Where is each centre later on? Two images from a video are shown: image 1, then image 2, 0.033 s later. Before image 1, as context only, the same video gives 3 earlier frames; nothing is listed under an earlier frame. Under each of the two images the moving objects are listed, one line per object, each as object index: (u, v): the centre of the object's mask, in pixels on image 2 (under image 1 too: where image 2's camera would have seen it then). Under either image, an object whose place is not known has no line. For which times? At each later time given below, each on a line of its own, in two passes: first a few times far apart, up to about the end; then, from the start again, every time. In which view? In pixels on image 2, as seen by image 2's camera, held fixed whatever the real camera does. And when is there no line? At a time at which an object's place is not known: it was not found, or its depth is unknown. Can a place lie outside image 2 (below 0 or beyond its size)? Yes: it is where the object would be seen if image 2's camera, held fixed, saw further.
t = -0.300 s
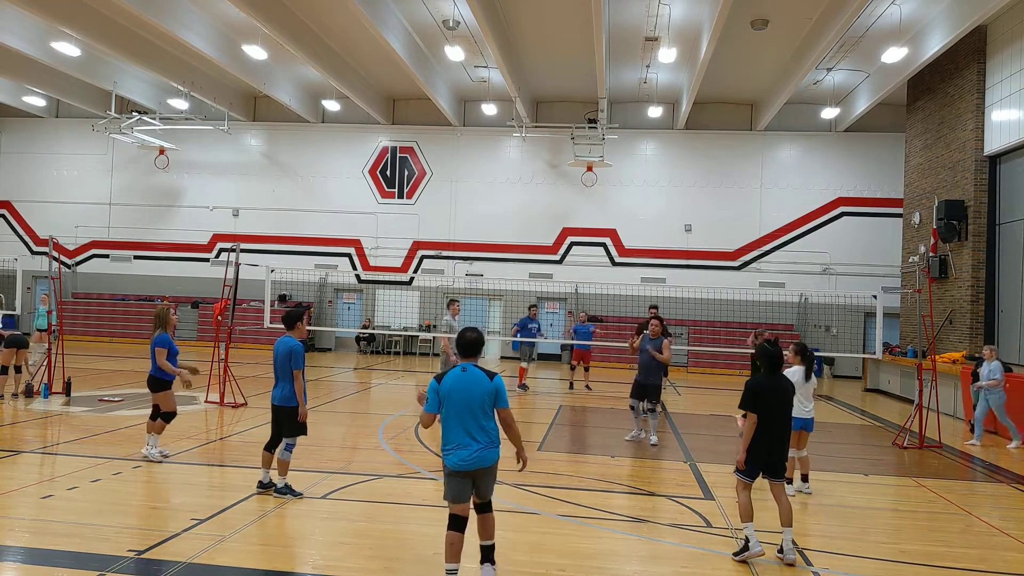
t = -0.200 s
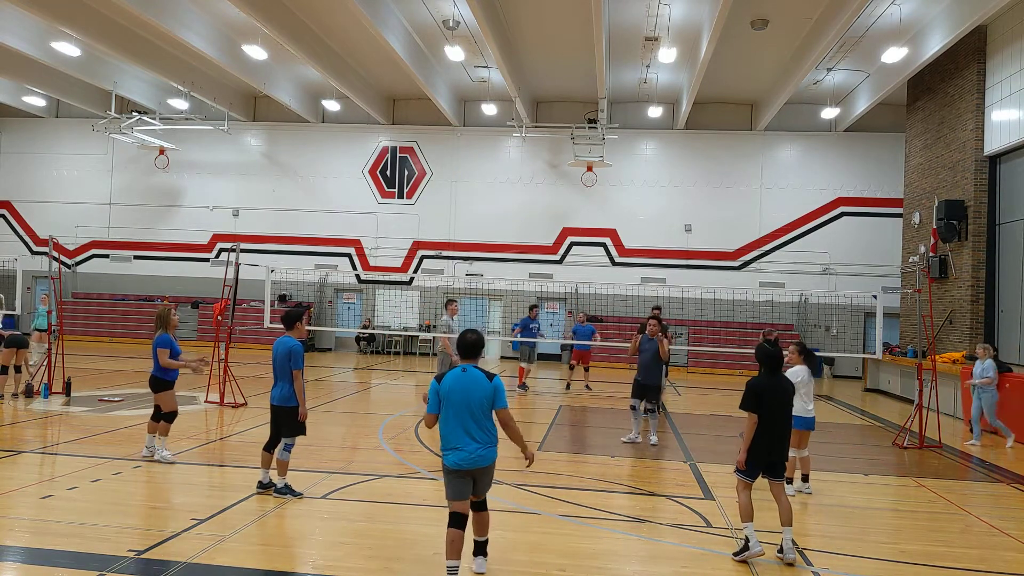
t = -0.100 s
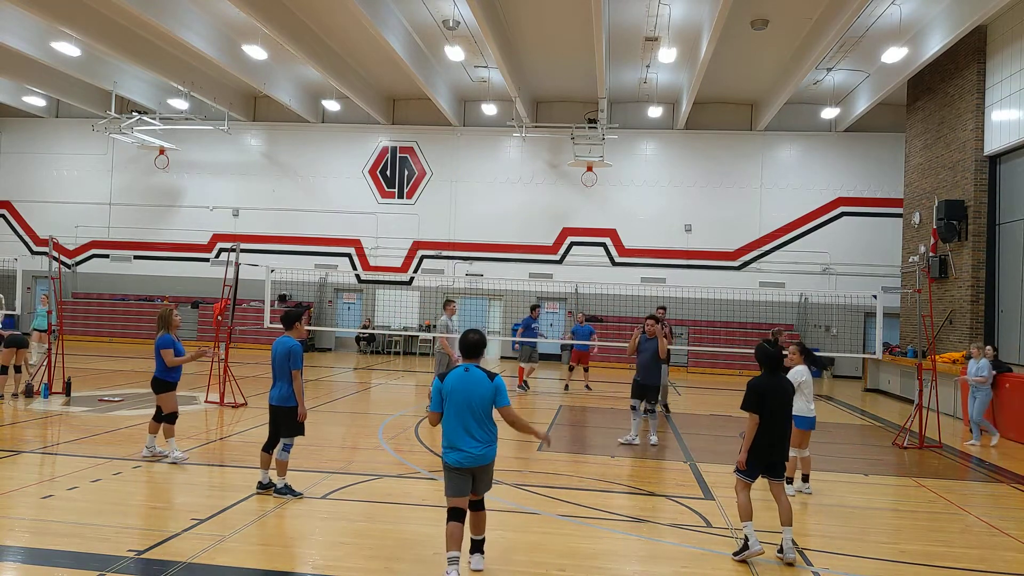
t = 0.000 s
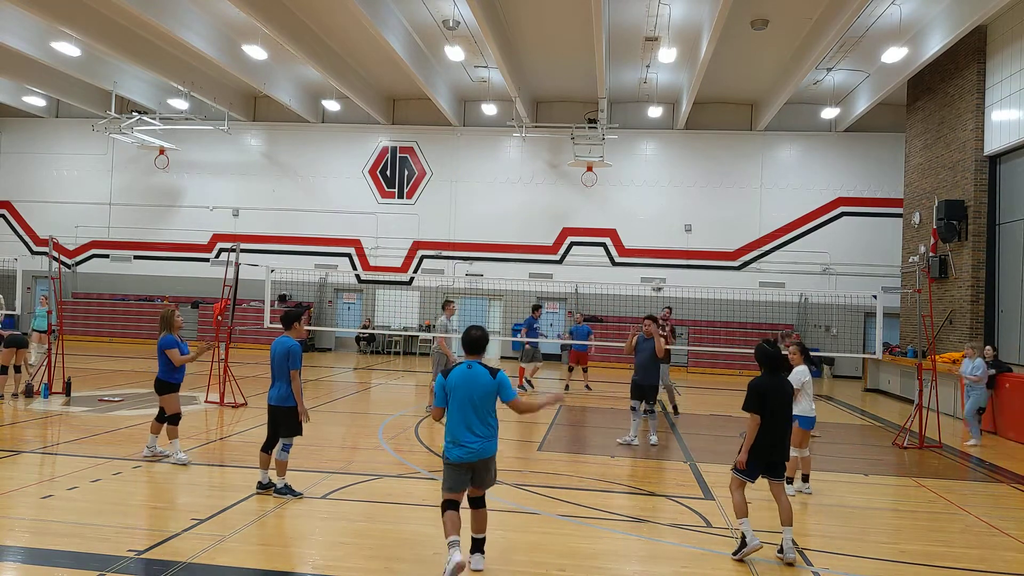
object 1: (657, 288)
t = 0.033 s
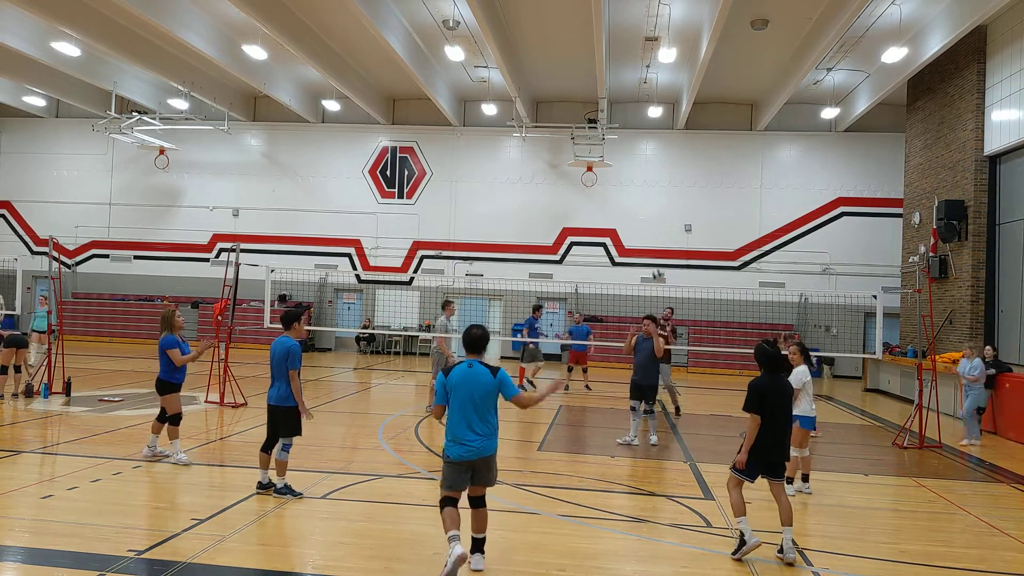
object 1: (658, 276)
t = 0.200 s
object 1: (662, 225)
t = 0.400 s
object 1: (666, 187)
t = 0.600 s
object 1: (669, 172)
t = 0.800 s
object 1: (670, 177)
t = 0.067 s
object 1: (659, 263)
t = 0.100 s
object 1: (660, 252)
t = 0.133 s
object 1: (661, 243)
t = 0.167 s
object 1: (661, 234)
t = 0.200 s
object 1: (662, 225)
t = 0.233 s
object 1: (662, 218)
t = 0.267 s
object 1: (663, 210)
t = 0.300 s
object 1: (664, 203)
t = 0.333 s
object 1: (664, 197)
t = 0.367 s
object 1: (665, 192)
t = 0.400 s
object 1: (666, 187)
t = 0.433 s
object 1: (666, 183)
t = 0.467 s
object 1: (667, 180)
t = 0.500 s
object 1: (667, 177)
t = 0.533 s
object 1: (668, 174)
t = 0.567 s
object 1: (668, 172)
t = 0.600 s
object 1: (669, 172)
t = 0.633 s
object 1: (669, 171)
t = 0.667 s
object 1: (669, 171)
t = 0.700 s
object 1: (669, 172)
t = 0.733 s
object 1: (670, 173)
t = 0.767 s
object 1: (670, 175)
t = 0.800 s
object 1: (670, 177)
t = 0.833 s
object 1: (670, 181)
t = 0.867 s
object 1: (670, 184)
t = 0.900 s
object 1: (671, 188)
